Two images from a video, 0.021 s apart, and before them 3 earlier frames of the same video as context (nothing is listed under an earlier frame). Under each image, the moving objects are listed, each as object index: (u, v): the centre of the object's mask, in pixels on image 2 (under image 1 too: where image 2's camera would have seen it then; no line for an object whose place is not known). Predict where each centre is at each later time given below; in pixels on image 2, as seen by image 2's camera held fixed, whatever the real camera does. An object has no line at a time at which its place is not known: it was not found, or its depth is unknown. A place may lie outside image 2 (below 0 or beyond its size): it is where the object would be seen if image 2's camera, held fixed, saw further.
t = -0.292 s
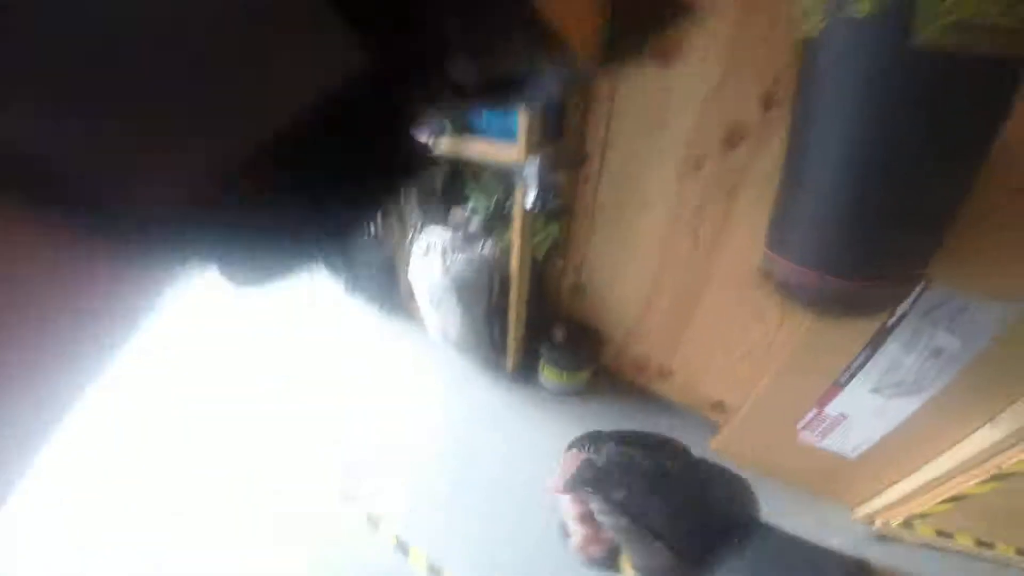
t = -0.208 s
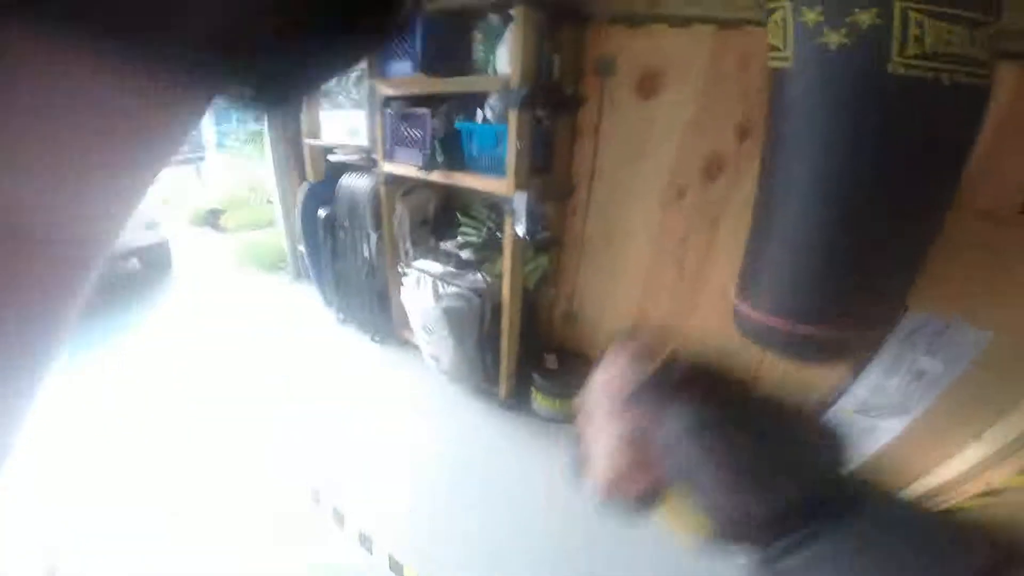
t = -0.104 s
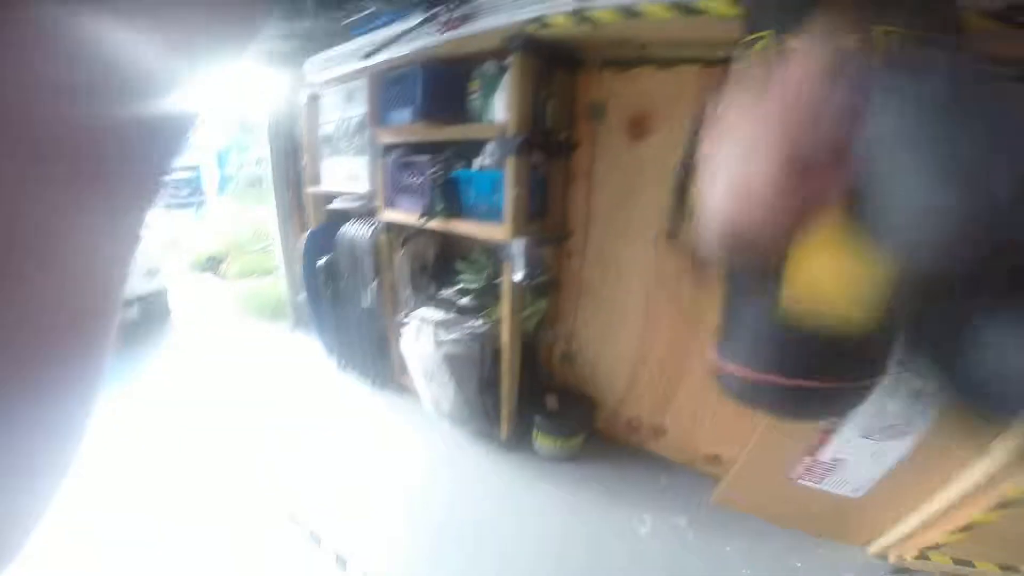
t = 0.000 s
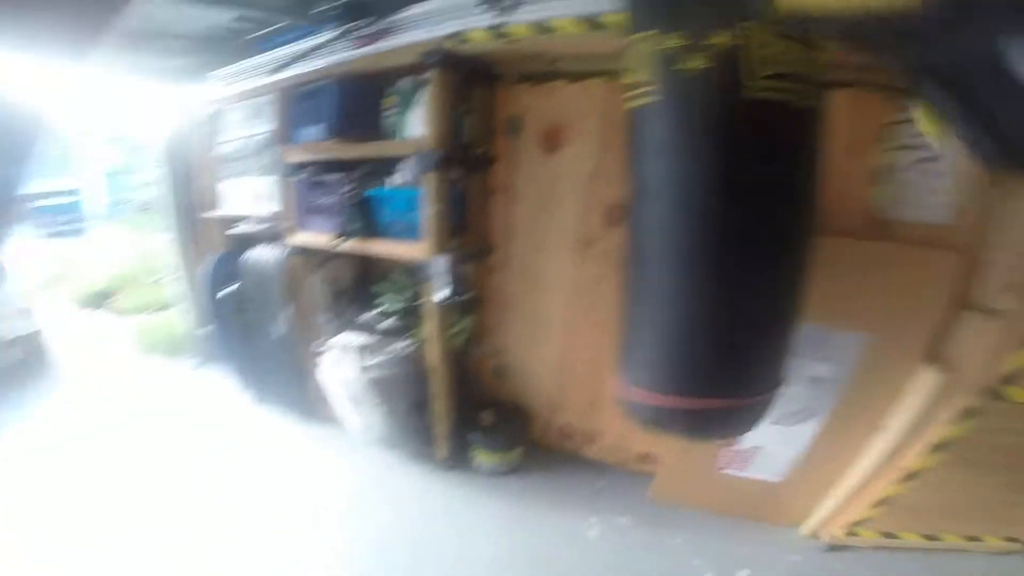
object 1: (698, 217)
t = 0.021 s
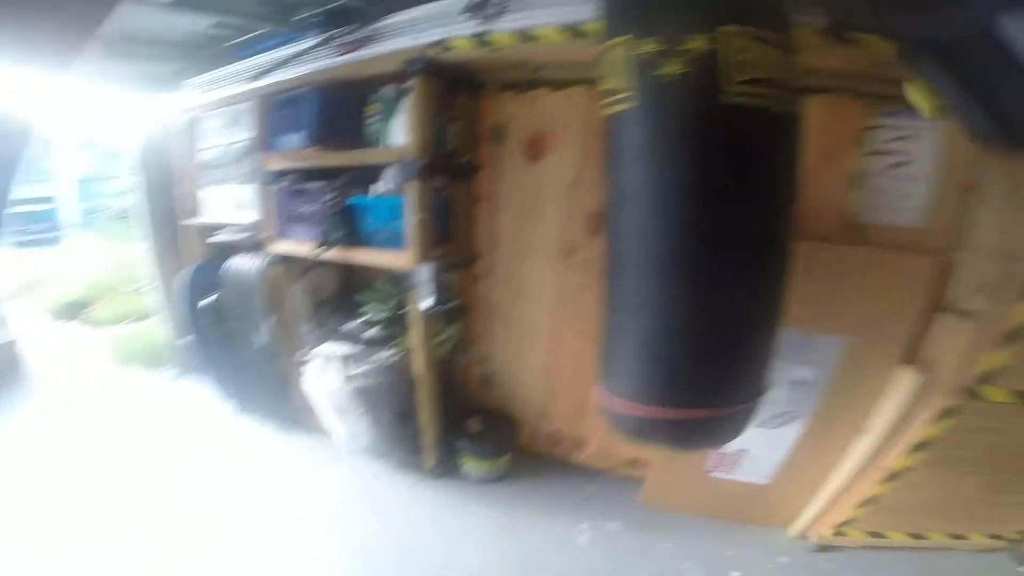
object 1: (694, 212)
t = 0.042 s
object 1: (691, 211)
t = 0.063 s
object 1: (689, 212)
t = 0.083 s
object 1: (687, 213)
